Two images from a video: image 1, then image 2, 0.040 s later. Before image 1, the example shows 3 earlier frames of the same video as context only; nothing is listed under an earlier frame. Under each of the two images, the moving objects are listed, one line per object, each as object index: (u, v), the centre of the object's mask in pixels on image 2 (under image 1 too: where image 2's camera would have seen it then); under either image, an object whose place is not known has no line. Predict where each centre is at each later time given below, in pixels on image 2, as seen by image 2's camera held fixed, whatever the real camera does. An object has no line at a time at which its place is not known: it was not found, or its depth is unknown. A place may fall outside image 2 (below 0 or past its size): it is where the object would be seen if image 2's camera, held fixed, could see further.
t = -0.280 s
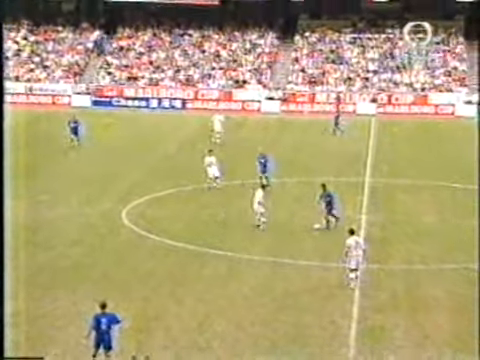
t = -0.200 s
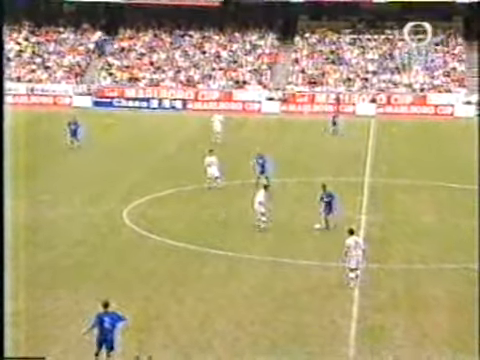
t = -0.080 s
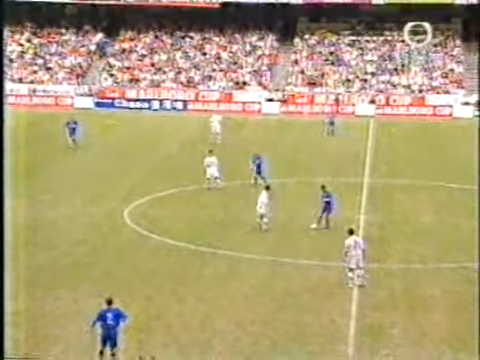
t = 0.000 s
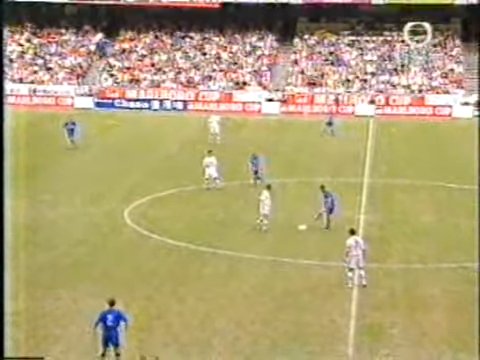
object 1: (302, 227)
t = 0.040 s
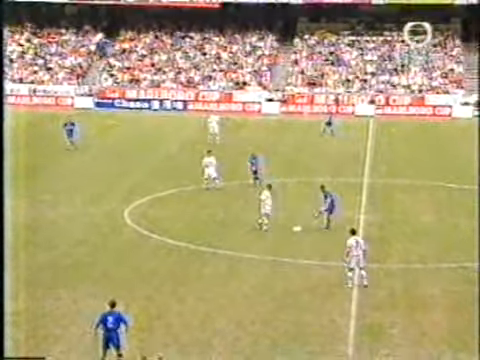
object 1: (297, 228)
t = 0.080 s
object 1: (291, 231)
